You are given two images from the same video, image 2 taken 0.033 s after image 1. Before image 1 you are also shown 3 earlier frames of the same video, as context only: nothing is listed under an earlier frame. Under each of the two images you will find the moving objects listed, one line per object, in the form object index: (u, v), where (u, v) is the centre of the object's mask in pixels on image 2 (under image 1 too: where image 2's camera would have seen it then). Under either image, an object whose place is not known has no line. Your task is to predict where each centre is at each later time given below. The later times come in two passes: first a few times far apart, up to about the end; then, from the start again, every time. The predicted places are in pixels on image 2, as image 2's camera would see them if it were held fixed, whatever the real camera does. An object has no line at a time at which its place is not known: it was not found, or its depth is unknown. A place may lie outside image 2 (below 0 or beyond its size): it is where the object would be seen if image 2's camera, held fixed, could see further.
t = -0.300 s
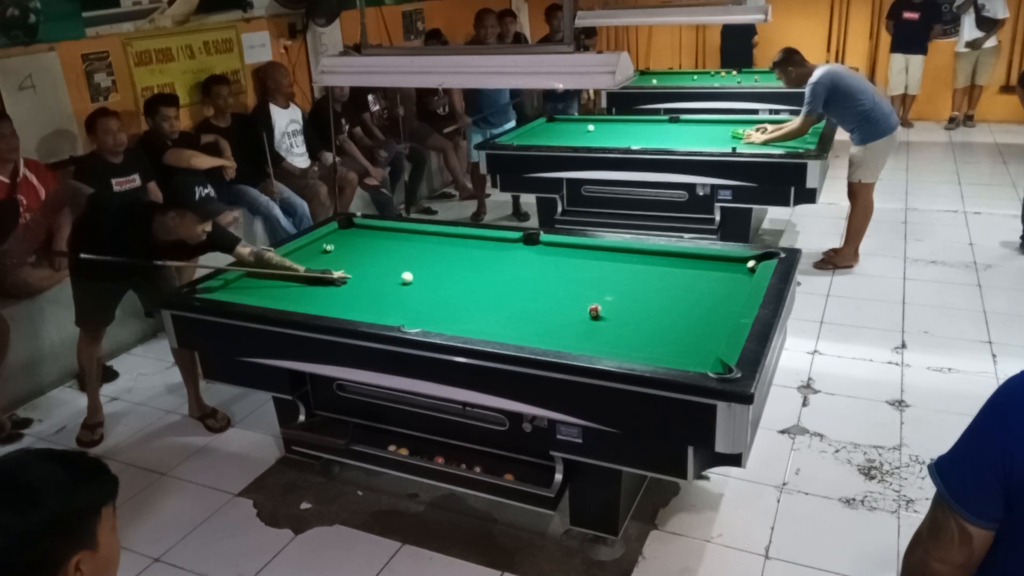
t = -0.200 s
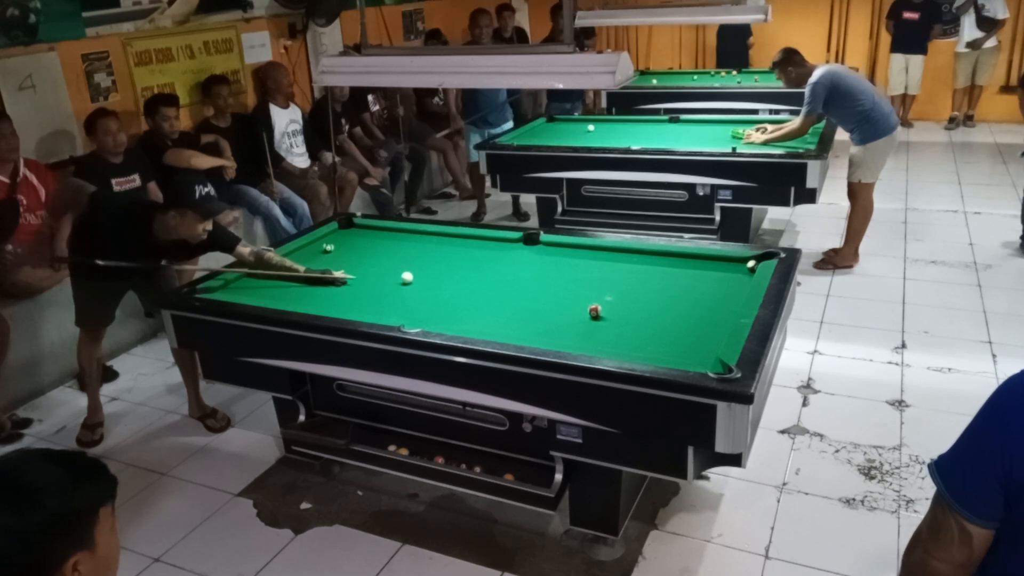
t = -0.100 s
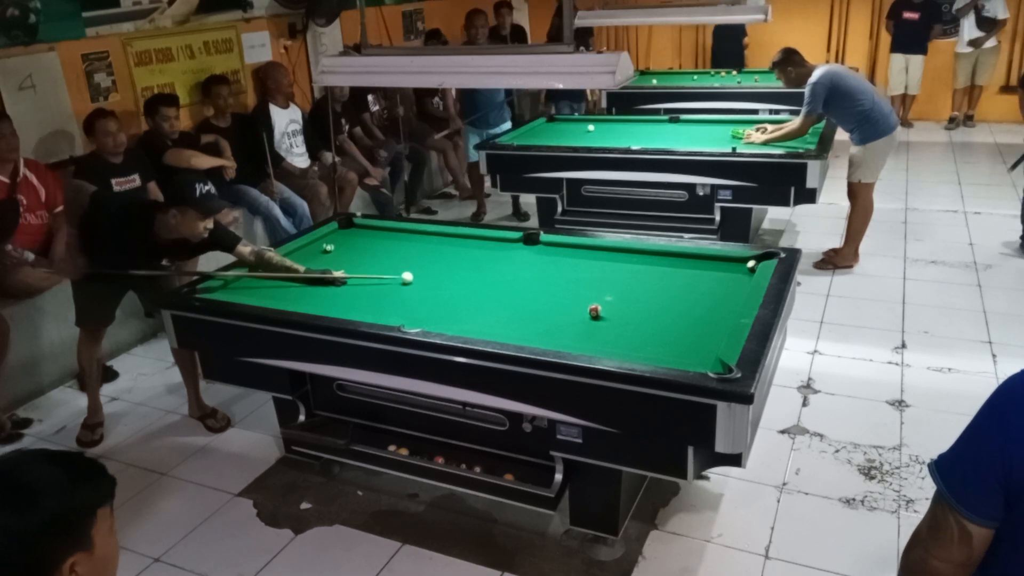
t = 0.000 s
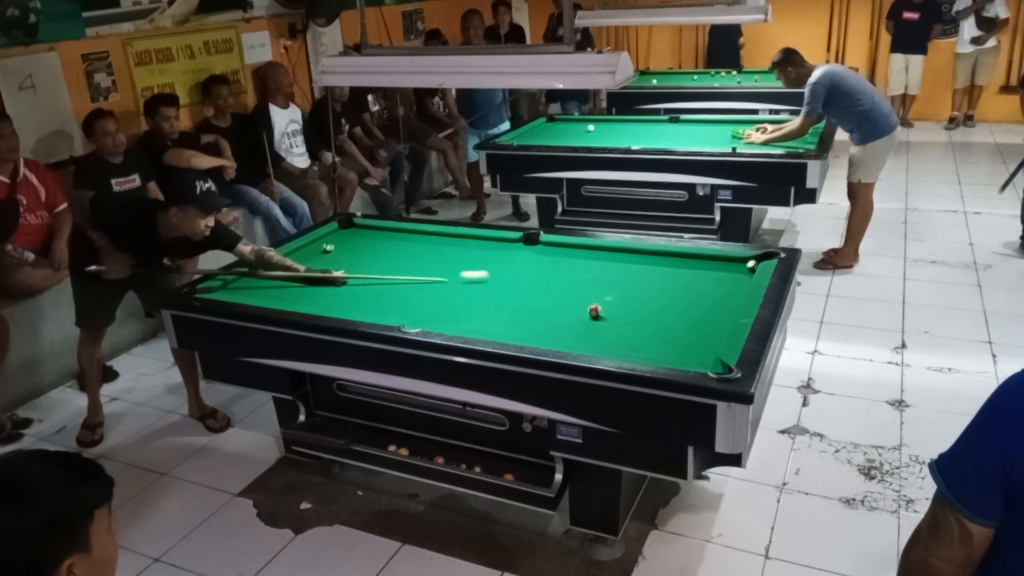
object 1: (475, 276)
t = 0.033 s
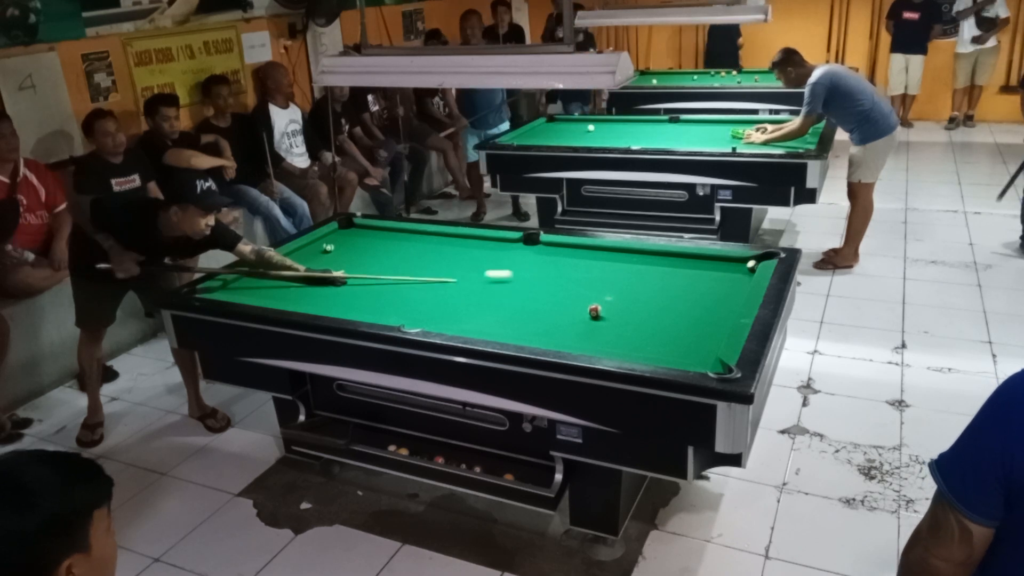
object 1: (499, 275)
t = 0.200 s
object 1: (611, 273)
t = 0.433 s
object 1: (745, 268)
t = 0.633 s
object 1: (657, 260)
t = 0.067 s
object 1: (523, 275)
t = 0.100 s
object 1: (546, 274)
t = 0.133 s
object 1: (569, 274)
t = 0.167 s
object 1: (590, 273)
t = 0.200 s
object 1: (611, 273)
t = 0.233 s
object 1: (631, 272)
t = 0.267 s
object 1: (653, 272)
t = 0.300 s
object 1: (674, 271)
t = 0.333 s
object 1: (695, 270)
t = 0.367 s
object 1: (716, 270)
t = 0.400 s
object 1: (738, 269)
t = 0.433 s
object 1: (745, 268)
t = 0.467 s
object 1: (728, 267)
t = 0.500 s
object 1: (710, 266)
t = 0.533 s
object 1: (696, 264)
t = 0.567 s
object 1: (681, 263)
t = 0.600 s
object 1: (669, 262)
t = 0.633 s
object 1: (657, 260)
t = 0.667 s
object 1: (645, 259)
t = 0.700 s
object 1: (633, 257)
